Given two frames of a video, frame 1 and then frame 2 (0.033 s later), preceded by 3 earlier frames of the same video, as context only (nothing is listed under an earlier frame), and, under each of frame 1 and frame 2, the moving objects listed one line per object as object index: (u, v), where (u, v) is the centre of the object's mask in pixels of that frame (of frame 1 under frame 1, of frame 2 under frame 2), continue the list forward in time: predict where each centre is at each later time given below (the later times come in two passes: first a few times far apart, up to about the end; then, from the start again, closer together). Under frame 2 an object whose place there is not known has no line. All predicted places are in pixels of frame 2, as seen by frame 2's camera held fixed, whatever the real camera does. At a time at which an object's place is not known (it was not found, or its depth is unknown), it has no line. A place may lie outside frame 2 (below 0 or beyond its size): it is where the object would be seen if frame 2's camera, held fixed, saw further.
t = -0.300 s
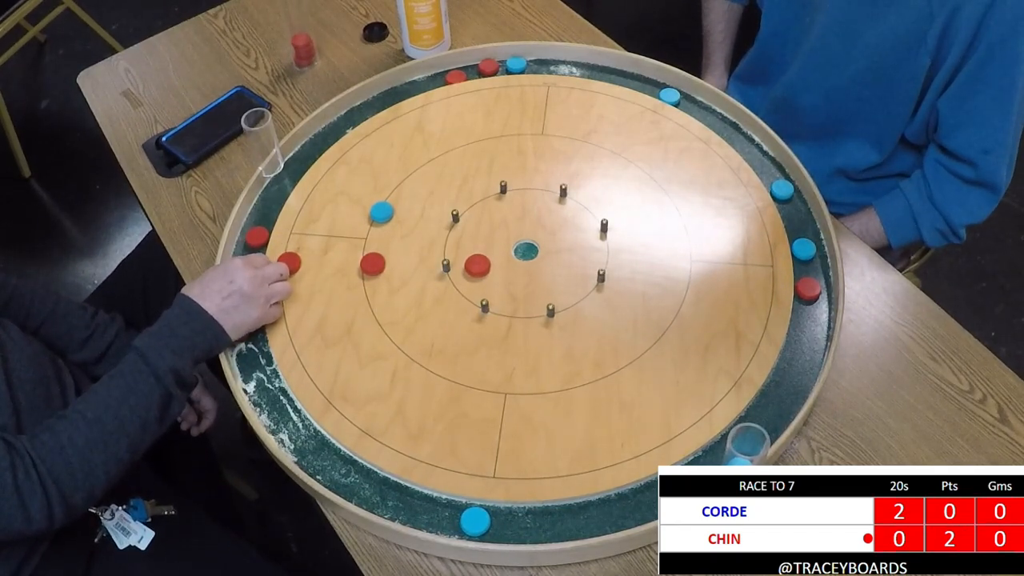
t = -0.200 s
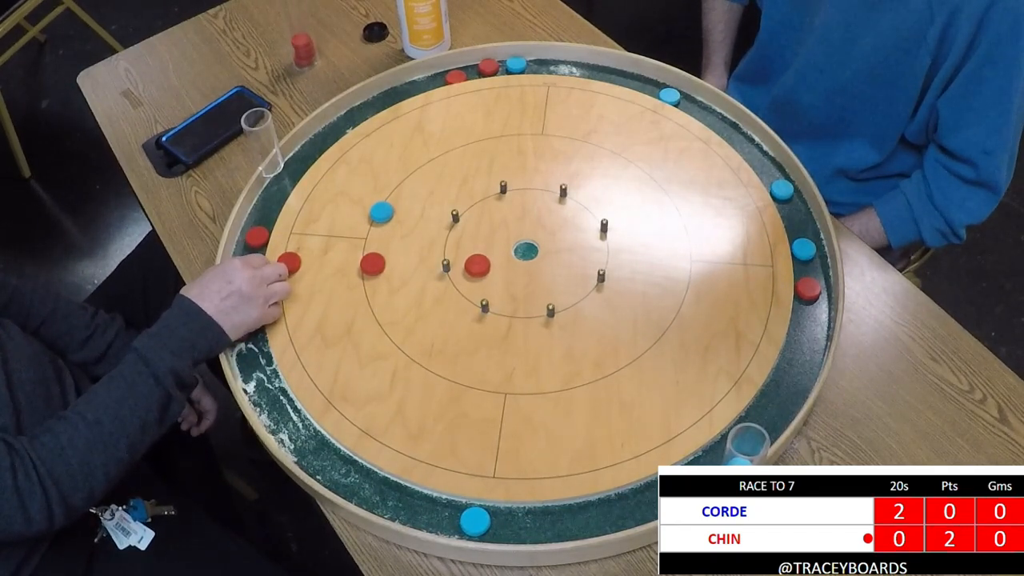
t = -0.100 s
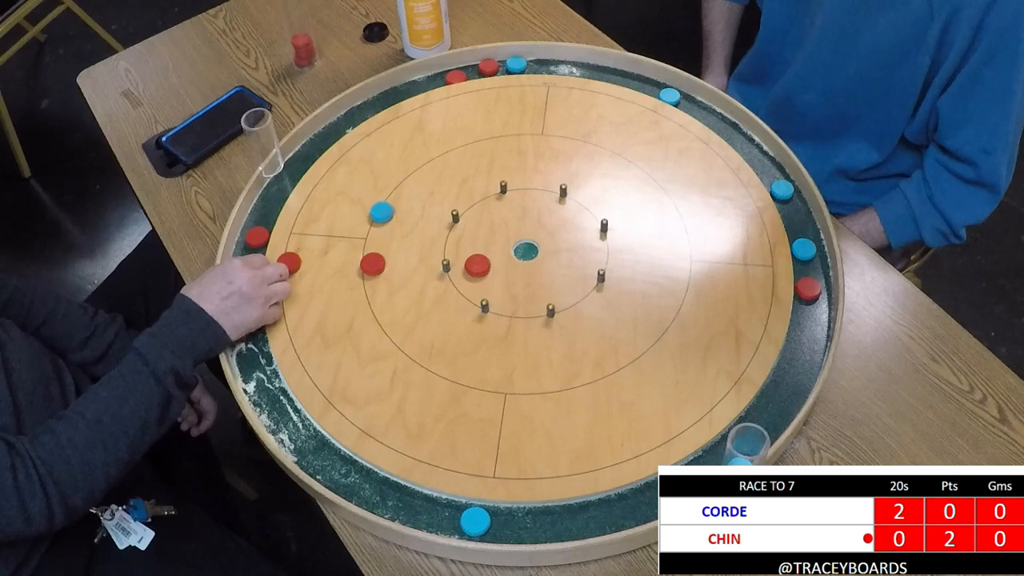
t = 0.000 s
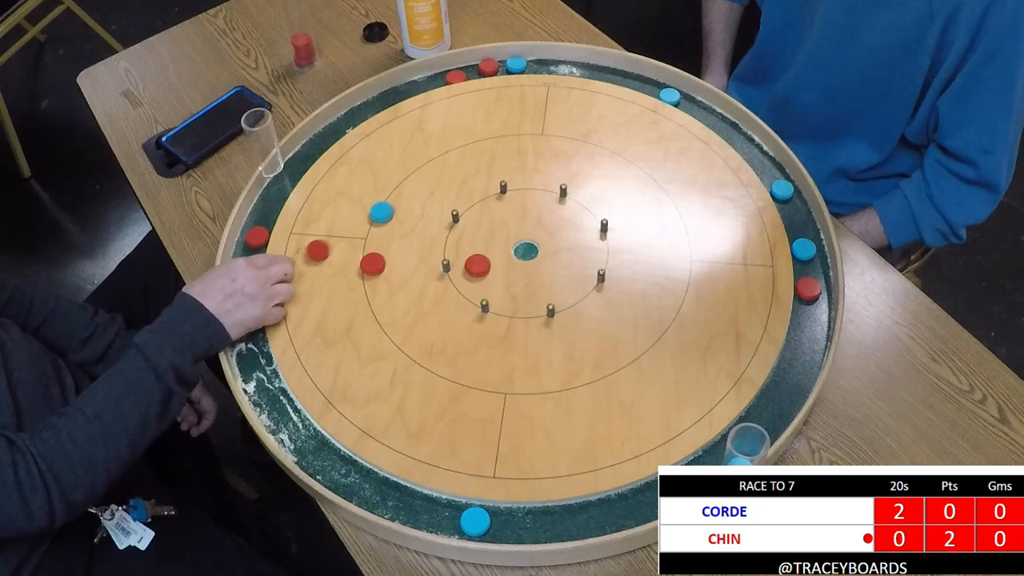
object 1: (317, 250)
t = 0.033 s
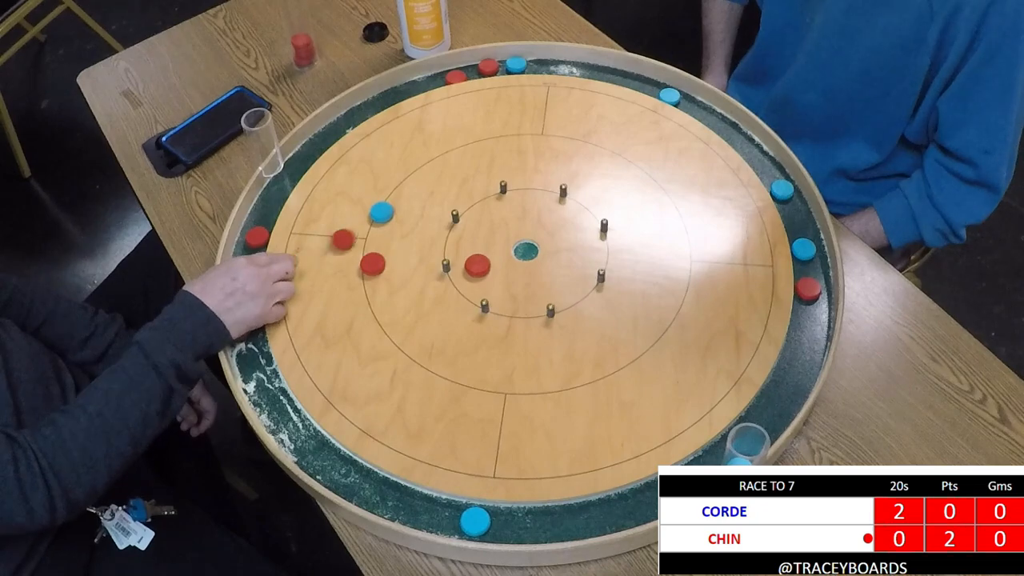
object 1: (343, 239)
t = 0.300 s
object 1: (424, 248)
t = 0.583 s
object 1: (441, 252)
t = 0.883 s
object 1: (441, 252)
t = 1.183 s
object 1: (441, 252)
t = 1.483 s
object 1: (441, 252)
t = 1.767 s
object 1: (441, 252)
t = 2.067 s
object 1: (441, 252)
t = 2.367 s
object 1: (441, 252)
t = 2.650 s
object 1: (440, 252)
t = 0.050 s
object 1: (355, 234)
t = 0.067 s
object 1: (367, 229)
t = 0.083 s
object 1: (373, 230)
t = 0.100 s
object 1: (378, 232)
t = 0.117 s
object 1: (383, 234)
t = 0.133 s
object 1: (388, 235)
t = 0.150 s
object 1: (393, 237)
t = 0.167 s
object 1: (397, 238)
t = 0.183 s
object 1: (401, 240)
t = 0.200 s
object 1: (405, 241)
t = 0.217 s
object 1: (409, 242)
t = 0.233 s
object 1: (412, 244)
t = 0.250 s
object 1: (416, 245)
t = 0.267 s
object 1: (419, 246)
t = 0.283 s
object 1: (422, 247)
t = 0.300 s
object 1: (424, 248)
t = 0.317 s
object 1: (427, 249)
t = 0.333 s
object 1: (429, 250)
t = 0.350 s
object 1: (431, 250)
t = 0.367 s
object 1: (433, 251)
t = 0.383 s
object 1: (434, 251)
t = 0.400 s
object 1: (436, 252)
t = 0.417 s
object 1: (437, 252)
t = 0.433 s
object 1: (438, 252)
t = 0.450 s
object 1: (439, 252)
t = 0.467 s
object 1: (439, 252)
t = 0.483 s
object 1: (440, 252)
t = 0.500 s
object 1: (440, 252)
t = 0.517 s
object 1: (440, 252)
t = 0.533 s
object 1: (440, 252)
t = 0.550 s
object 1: (440, 252)
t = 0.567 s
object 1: (440, 252)
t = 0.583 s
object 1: (441, 252)
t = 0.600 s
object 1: (441, 252)
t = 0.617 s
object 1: (441, 252)
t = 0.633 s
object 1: (441, 252)
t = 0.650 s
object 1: (441, 252)
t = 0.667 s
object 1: (441, 252)
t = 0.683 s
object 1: (441, 252)
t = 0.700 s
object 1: (441, 252)
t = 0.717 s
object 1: (441, 252)
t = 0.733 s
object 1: (441, 252)
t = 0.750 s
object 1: (441, 252)
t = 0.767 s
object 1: (441, 252)
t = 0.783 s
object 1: (441, 252)
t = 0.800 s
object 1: (441, 252)
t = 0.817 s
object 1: (441, 252)
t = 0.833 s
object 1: (441, 252)
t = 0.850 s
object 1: (441, 252)
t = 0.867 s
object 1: (441, 252)
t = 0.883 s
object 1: (441, 252)
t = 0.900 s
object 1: (440, 252)
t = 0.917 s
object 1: (441, 252)
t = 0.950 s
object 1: (441, 252)
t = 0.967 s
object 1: (441, 252)
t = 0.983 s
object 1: (440, 253)
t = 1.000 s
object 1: (441, 252)
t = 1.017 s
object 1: (440, 252)
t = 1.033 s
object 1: (441, 252)
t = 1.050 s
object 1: (441, 253)
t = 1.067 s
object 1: (440, 253)
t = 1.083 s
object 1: (441, 253)
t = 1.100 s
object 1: (441, 252)
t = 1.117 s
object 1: (441, 252)
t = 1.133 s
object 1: (441, 252)
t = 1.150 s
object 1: (441, 252)
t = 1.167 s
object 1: (441, 252)
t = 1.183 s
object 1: (441, 252)
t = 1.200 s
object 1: (441, 252)
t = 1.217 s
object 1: (441, 252)
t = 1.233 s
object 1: (440, 252)
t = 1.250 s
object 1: (441, 252)
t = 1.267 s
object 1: (440, 252)
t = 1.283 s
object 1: (441, 252)
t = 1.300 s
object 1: (441, 252)
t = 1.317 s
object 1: (441, 252)
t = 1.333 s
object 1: (441, 252)
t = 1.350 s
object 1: (441, 252)
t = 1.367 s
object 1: (441, 252)
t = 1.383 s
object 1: (441, 252)
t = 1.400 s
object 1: (441, 252)
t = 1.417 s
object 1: (441, 252)
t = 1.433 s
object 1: (441, 252)
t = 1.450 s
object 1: (441, 252)
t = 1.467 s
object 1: (441, 252)
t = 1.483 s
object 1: (441, 252)
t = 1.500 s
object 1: (441, 252)
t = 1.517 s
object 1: (441, 252)
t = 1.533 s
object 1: (441, 252)
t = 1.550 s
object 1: (441, 252)
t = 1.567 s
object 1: (441, 252)
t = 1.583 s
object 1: (441, 252)
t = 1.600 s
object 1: (441, 252)
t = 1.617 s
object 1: (441, 252)
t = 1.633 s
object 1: (441, 252)
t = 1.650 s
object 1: (441, 252)
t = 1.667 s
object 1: (440, 252)
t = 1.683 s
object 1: (441, 252)
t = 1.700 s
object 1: (441, 252)
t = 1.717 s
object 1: (441, 252)
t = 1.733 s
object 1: (441, 252)
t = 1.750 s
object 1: (441, 252)
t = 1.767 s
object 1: (441, 252)
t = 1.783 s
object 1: (440, 252)
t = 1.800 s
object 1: (441, 252)
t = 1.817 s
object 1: (441, 252)
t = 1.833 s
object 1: (441, 252)
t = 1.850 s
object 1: (441, 252)
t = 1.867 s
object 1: (440, 252)
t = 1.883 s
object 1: (440, 252)
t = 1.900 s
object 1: (441, 252)
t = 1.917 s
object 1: (441, 252)
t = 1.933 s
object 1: (441, 252)
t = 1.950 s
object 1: (441, 252)
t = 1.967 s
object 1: (441, 252)
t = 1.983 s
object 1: (441, 252)
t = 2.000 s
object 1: (441, 252)
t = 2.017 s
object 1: (441, 252)
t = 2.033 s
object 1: (441, 252)
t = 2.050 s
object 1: (441, 252)
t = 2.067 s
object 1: (441, 252)
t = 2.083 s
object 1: (441, 252)
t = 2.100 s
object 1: (441, 252)
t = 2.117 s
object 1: (441, 252)
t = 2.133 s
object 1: (441, 252)
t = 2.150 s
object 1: (441, 252)
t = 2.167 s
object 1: (441, 252)
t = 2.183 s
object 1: (441, 252)
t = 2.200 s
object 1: (441, 252)
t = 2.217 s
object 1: (441, 252)
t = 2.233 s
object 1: (441, 252)
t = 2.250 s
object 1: (441, 252)
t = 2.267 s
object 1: (441, 252)
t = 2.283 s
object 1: (441, 252)
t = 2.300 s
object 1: (441, 252)
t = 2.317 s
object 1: (441, 252)
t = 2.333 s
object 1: (441, 252)
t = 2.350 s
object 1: (440, 252)
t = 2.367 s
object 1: (441, 252)
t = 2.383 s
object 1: (440, 252)
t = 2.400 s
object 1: (441, 252)
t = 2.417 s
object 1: (441, 252)
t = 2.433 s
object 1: (440, 252)
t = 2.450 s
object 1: (440, 252)
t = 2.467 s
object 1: (440, 252)
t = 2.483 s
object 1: (440, 252)
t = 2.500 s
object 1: (440, 252)
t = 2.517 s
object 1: (440, 252)
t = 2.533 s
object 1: (440, 252)
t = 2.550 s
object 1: (440, 252)
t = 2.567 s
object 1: (440, 252)
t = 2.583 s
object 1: (440, 252)
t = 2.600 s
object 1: (440, 252)
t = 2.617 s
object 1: (440, 252)
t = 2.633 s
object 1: (440, 252)
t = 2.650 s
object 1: (440, 252)
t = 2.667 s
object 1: (440, 252)
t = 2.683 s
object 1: (441, 252)
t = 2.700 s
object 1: (440, 252)
